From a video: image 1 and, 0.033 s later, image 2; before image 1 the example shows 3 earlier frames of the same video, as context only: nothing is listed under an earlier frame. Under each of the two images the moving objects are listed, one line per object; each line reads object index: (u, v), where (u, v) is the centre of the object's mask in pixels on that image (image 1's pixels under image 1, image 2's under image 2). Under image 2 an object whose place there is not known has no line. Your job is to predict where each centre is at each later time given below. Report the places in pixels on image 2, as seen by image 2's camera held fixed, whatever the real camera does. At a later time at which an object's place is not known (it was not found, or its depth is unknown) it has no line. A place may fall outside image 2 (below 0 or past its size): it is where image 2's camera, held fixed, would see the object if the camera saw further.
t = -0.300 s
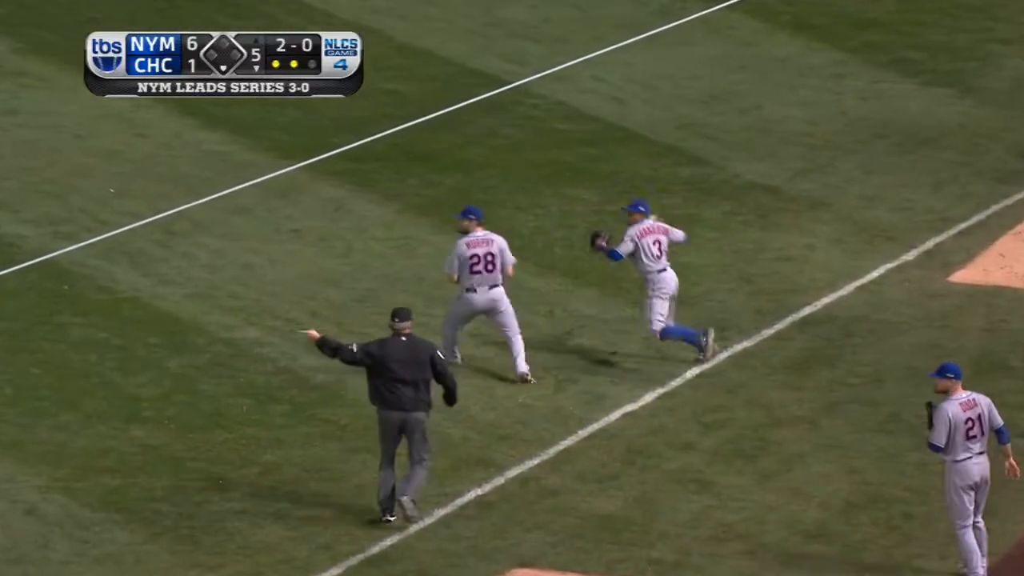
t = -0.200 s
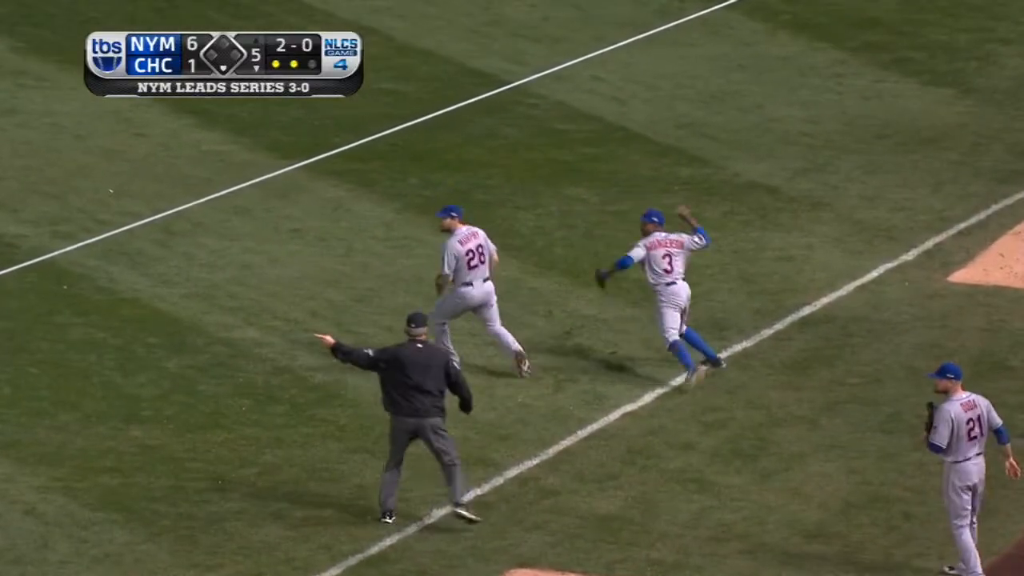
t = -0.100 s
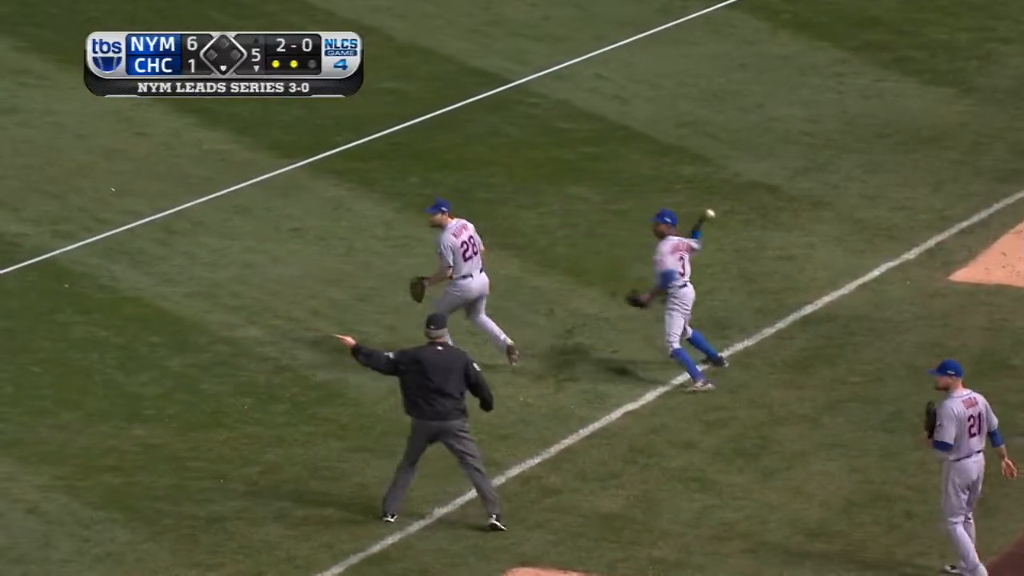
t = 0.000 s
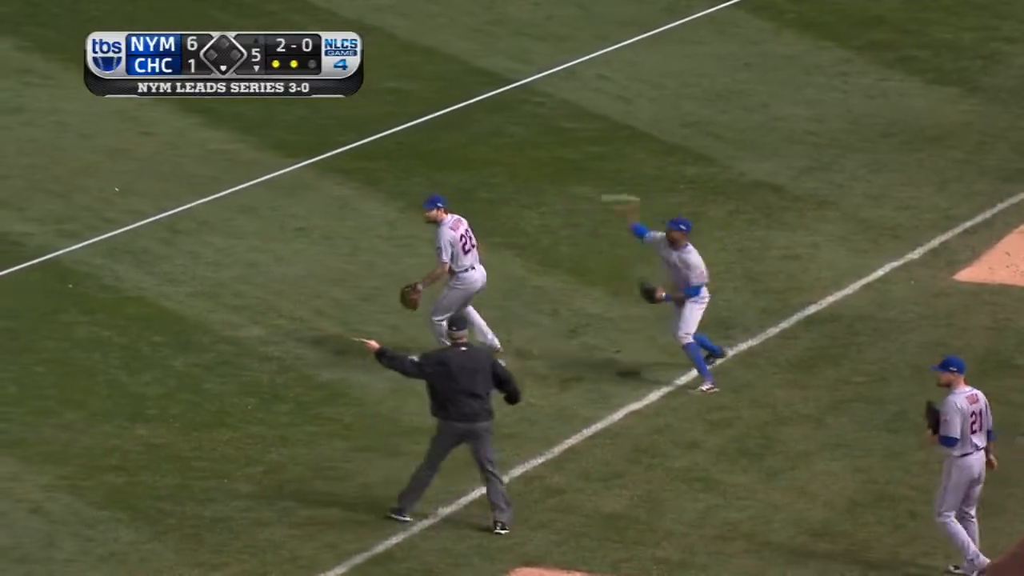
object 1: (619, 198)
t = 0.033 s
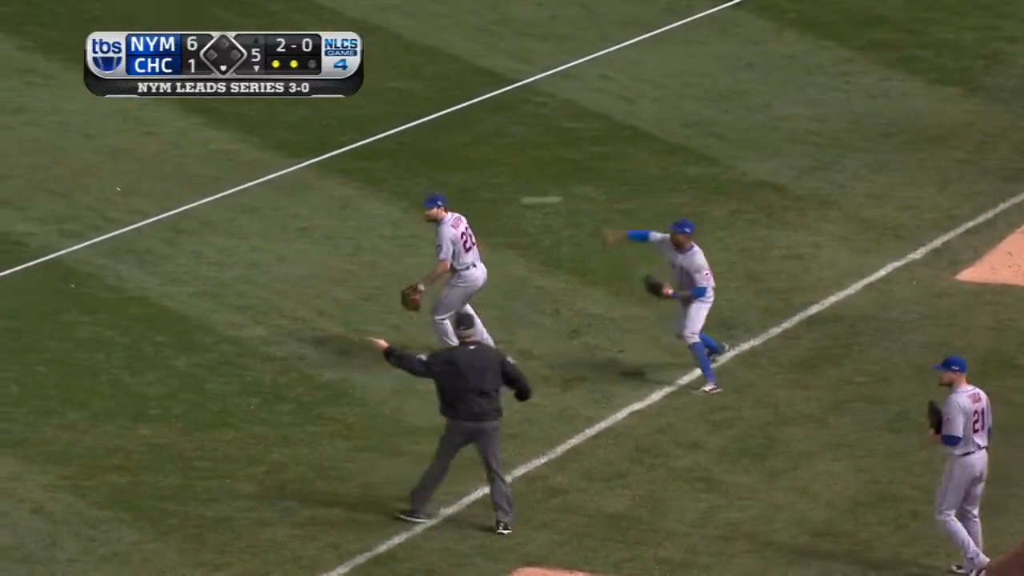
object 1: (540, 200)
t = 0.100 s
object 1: (376, 208)
